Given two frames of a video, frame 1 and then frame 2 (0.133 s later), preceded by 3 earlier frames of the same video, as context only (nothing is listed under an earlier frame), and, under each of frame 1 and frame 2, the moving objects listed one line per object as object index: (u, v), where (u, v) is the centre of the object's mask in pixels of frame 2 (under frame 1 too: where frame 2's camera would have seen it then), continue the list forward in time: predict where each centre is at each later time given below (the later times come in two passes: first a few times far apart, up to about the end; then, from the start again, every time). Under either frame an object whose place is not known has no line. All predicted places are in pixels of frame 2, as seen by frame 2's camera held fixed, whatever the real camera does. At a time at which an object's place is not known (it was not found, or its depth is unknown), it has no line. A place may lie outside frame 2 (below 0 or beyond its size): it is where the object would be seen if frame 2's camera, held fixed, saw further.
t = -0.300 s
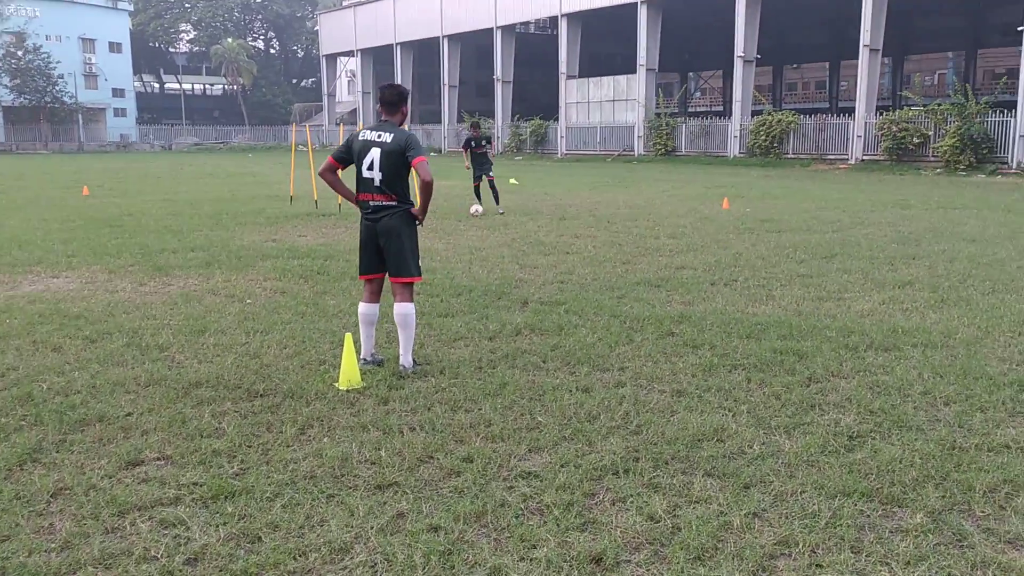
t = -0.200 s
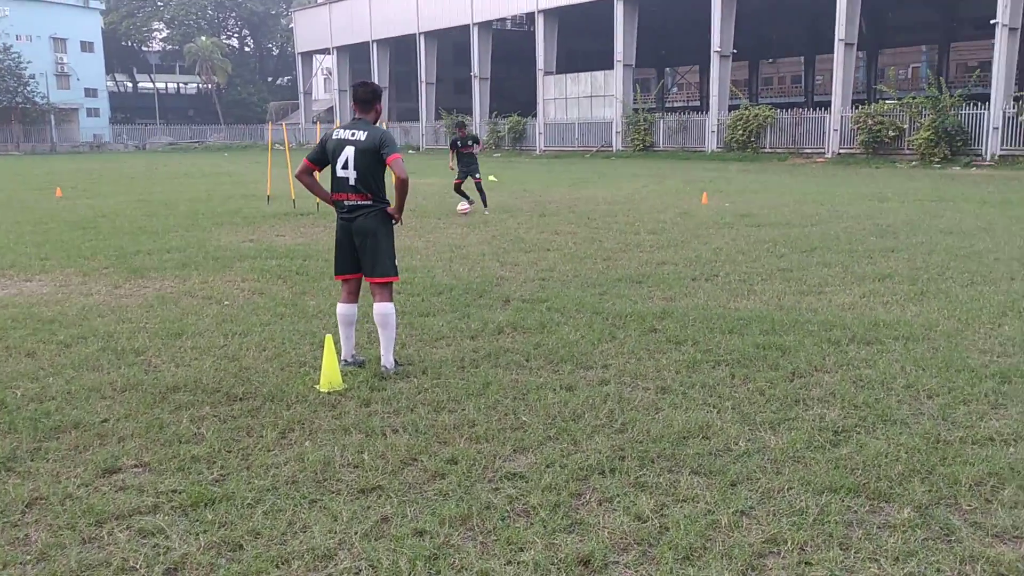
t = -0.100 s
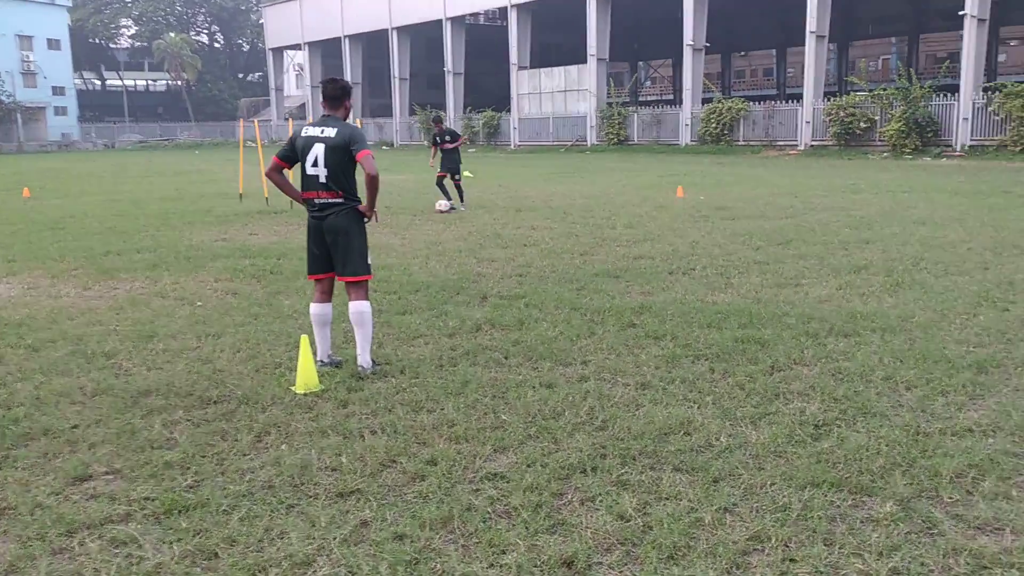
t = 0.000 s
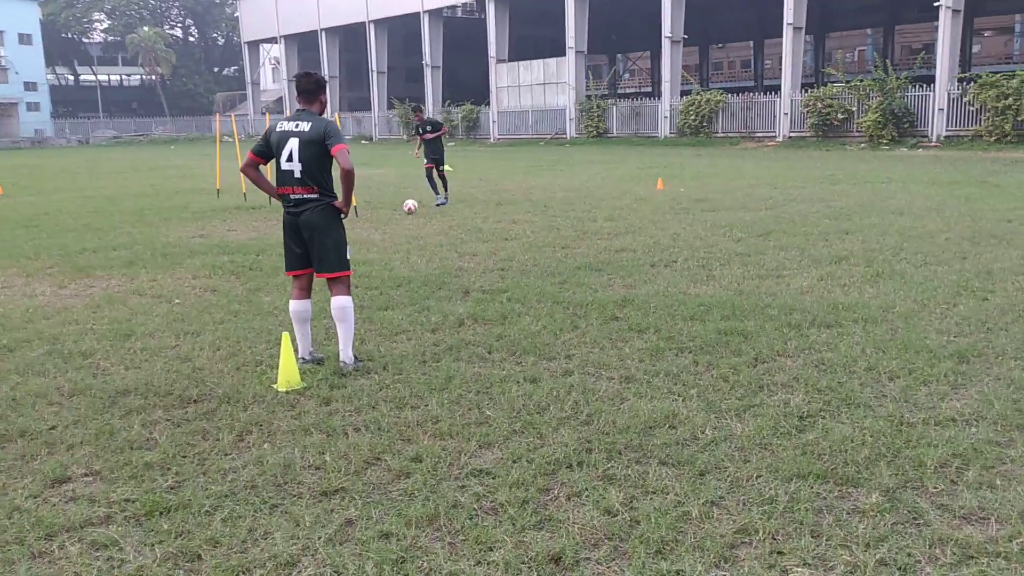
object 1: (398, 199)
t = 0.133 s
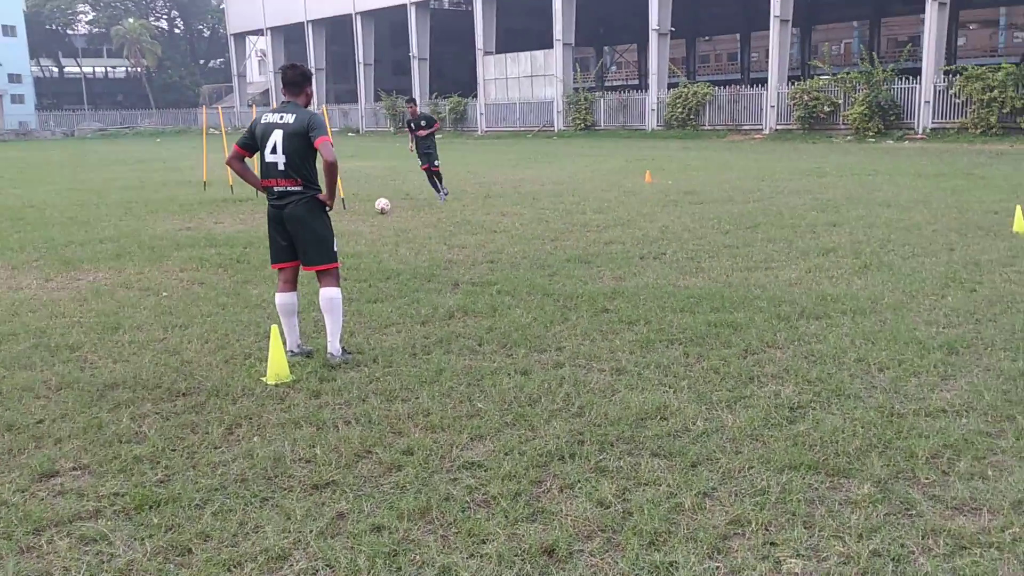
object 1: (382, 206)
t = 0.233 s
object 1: (369, 213)
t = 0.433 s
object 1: (343, 224)
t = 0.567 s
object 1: (327, 233)
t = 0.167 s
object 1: (378, 208)
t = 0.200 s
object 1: (373, 211)
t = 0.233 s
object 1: (369, 213)
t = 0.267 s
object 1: (365, 213)
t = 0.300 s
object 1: (361, 215)
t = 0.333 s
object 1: (357, 217)
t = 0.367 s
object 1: (351, 220)
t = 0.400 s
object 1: (347, 222)
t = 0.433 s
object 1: (343, 224)
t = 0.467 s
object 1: (339, 226)
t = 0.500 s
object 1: (335, 229)
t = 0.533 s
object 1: (331, 231)
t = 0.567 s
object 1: (327, 233)
